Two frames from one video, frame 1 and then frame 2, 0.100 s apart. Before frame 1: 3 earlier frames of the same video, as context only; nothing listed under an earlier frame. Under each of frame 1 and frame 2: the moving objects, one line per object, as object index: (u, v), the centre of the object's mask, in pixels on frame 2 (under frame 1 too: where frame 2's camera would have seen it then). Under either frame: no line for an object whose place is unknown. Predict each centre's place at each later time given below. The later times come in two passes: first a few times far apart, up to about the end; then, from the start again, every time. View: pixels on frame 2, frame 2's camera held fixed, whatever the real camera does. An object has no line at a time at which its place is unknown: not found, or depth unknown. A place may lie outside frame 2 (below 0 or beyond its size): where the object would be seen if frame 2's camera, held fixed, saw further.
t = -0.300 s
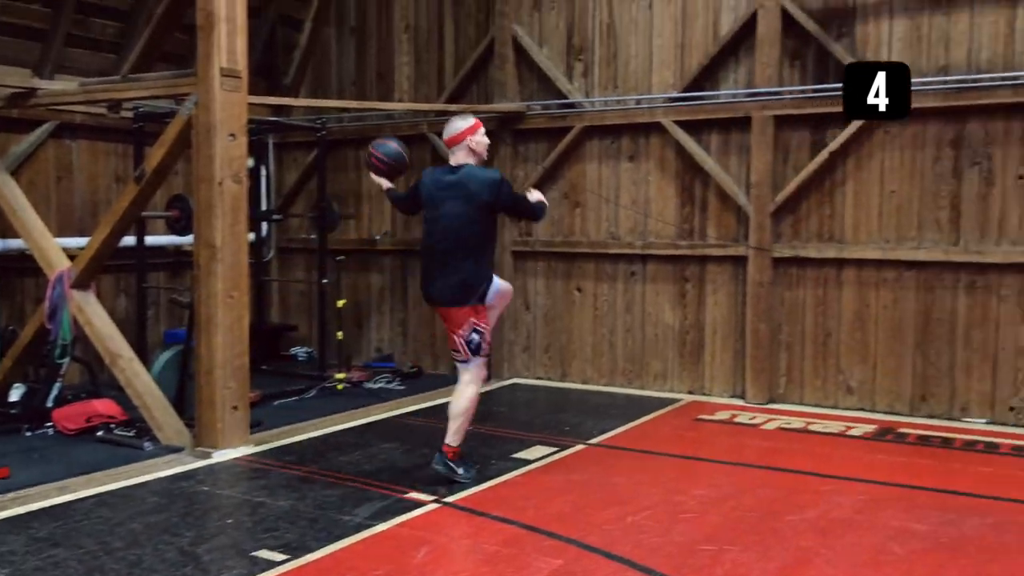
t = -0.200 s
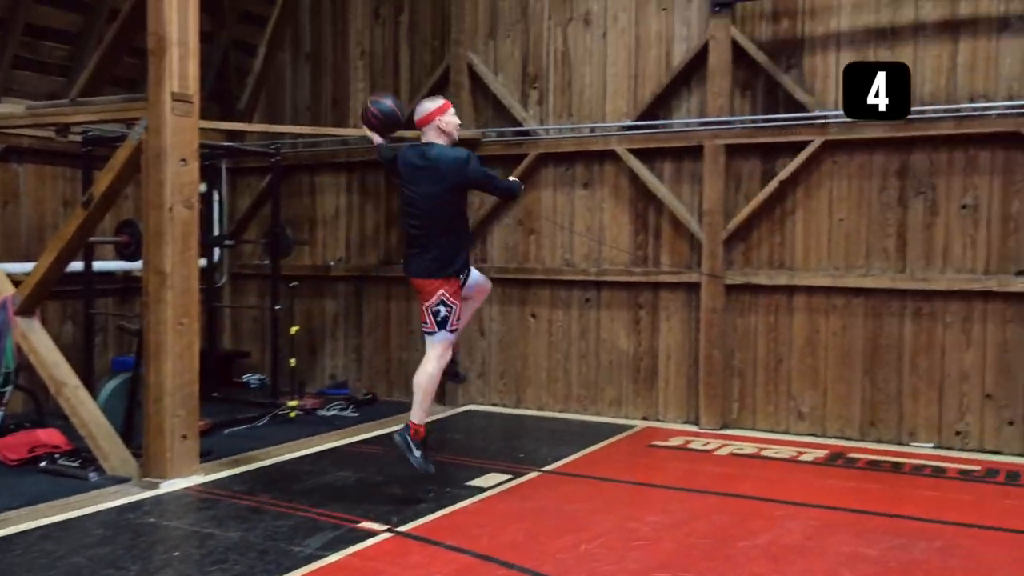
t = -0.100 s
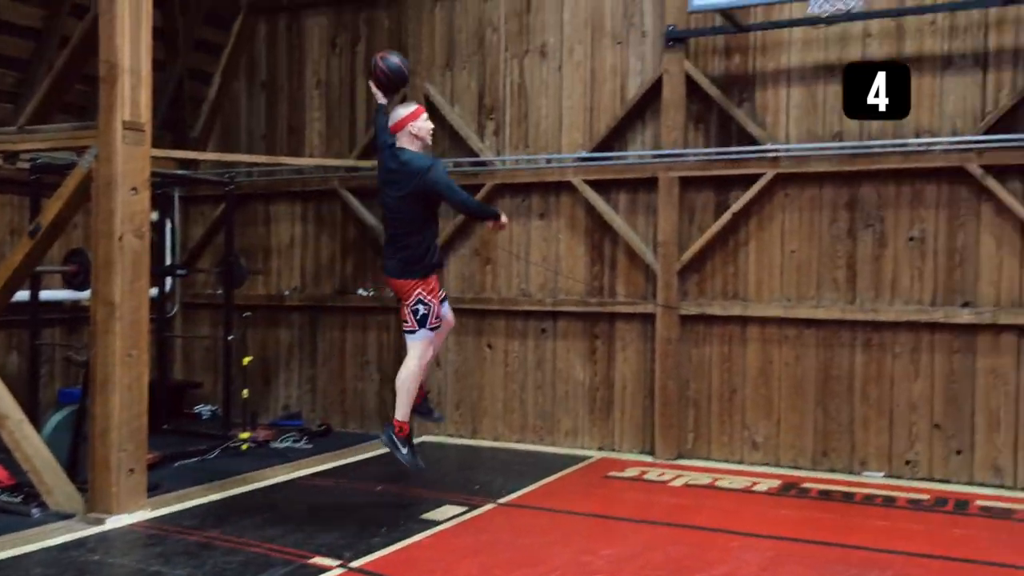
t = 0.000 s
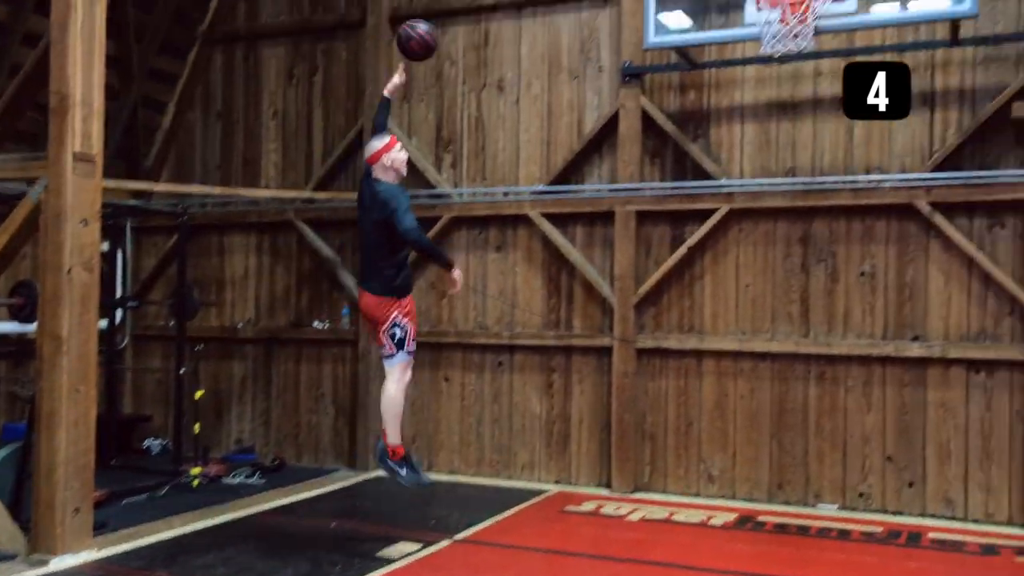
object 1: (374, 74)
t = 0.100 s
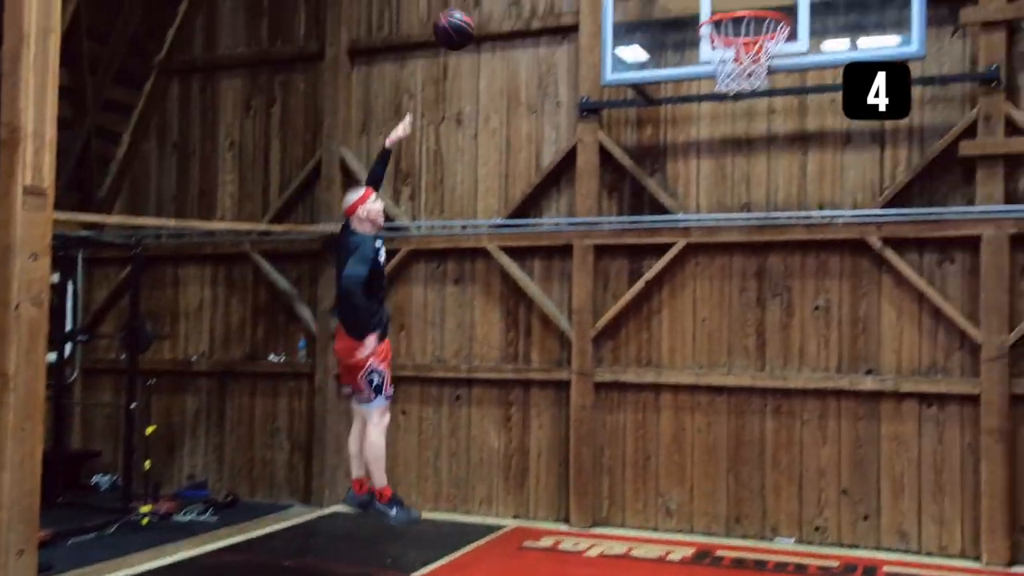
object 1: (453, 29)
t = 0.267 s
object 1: (578, -6)
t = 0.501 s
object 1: (697, -6)
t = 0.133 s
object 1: (479, 19)
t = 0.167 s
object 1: (504, 10)
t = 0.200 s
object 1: (528, 3)
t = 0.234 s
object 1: (552, -3)
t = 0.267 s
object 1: (578, -6)
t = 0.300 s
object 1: (600, -10)
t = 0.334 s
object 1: (626, -7)
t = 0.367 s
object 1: (648, -4)
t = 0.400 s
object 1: (660, -7)
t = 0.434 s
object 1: (672, -8)
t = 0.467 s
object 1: (684, -7)
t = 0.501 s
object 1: (697, -6)
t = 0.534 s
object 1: (709, -1)
